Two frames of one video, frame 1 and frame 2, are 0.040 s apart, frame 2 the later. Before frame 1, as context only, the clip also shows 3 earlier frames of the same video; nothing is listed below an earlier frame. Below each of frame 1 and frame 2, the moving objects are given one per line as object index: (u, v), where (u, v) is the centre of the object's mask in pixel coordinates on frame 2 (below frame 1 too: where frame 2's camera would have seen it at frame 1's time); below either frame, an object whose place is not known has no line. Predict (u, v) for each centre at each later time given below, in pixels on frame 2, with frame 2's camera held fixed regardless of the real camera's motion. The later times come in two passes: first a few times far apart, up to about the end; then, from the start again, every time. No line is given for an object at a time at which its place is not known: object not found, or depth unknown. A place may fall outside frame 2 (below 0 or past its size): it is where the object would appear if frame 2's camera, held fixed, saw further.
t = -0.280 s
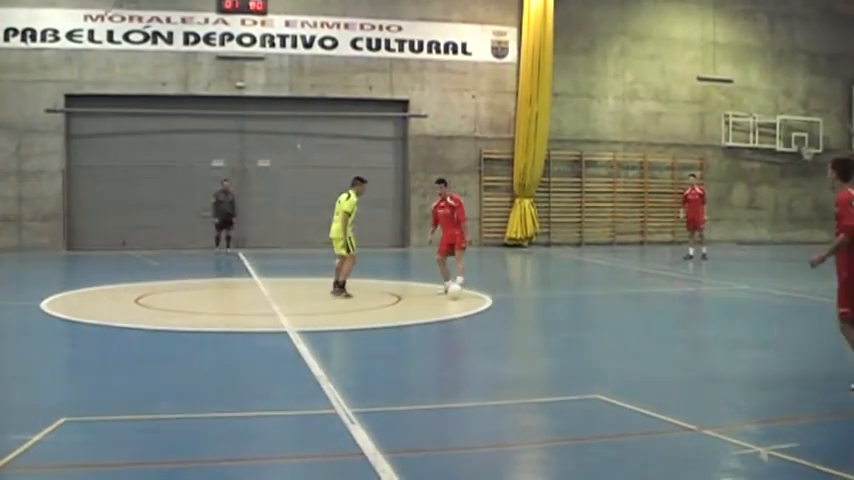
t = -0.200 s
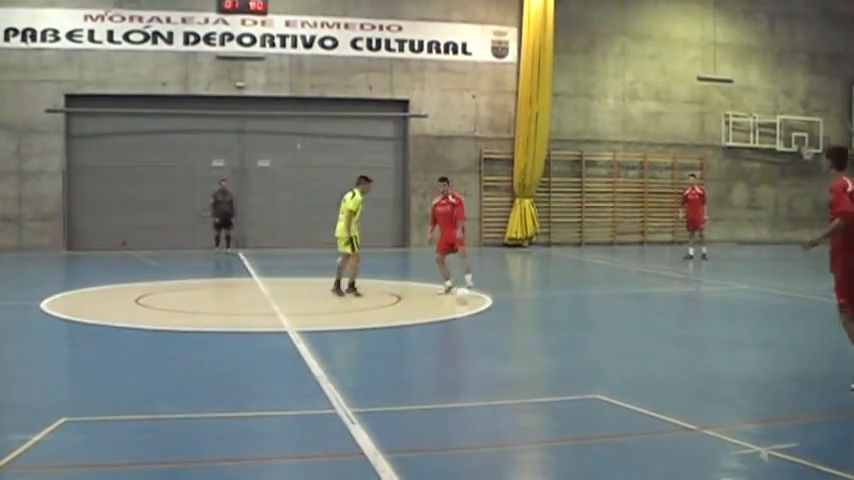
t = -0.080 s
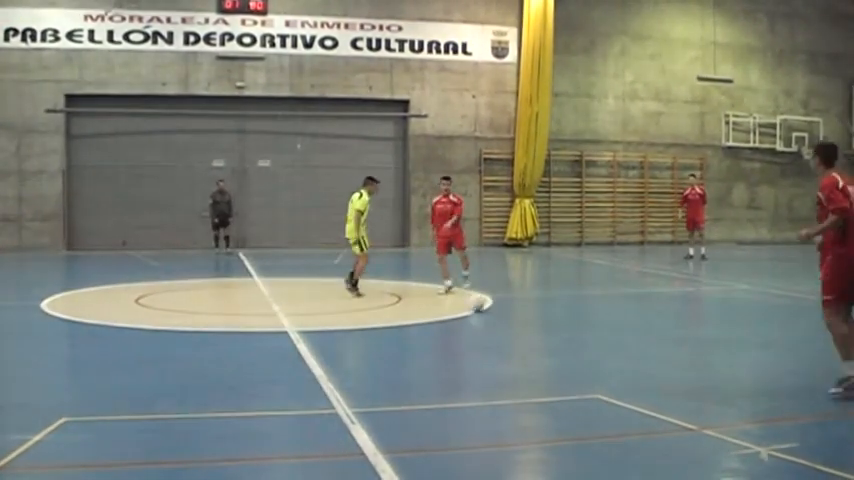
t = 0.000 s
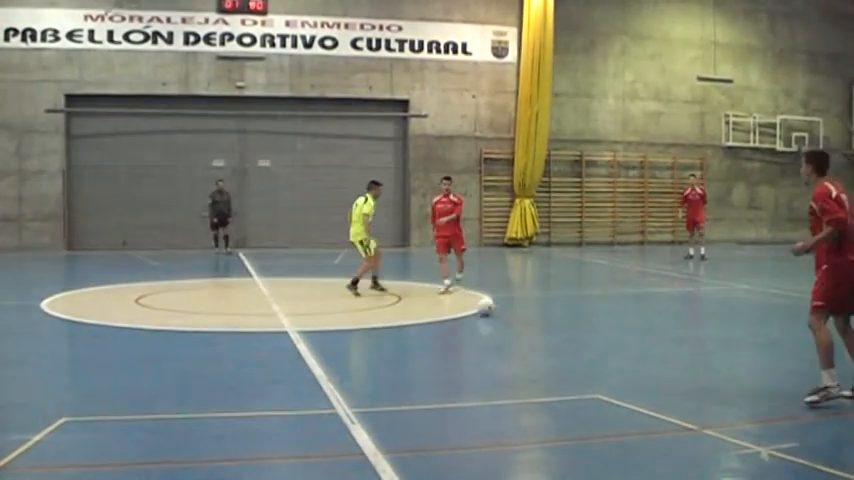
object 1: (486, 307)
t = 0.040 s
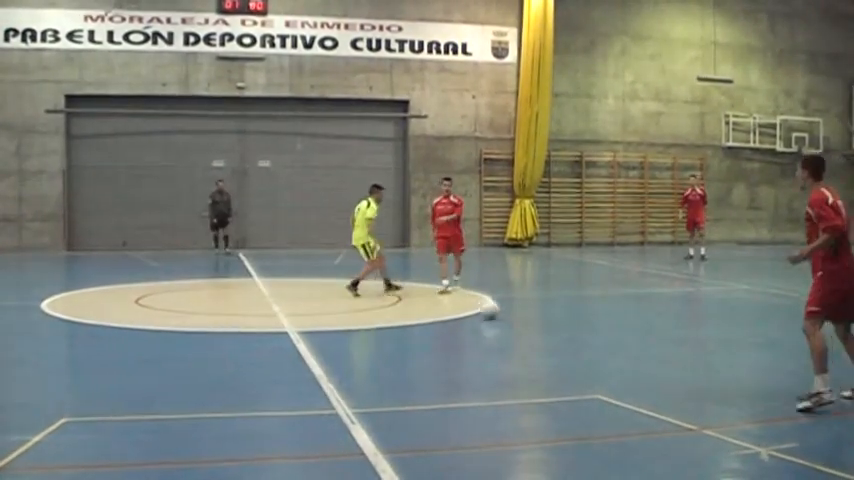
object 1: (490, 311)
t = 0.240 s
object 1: (513, 320)
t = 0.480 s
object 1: (540, 333)
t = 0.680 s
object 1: (571, 347)
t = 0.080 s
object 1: (495, 312)
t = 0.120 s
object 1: (499, 313)
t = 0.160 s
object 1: (503, 316)
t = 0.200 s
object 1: (508, 318)
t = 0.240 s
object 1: (513, 320)
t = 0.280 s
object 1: (516, 323)
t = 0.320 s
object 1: (521, 325)
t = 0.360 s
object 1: (526, 326)
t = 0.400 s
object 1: (530, 329)
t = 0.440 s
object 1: (535, 330)
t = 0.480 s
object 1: (540, 333)
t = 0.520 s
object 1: (546, 336)
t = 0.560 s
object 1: (551, 338)
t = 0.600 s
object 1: (557, 341)
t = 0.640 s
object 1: (564, 344)
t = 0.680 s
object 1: (571, 347)
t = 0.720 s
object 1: (577, 351)
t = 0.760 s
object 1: (584, 354)
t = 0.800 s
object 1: (592, 358)
